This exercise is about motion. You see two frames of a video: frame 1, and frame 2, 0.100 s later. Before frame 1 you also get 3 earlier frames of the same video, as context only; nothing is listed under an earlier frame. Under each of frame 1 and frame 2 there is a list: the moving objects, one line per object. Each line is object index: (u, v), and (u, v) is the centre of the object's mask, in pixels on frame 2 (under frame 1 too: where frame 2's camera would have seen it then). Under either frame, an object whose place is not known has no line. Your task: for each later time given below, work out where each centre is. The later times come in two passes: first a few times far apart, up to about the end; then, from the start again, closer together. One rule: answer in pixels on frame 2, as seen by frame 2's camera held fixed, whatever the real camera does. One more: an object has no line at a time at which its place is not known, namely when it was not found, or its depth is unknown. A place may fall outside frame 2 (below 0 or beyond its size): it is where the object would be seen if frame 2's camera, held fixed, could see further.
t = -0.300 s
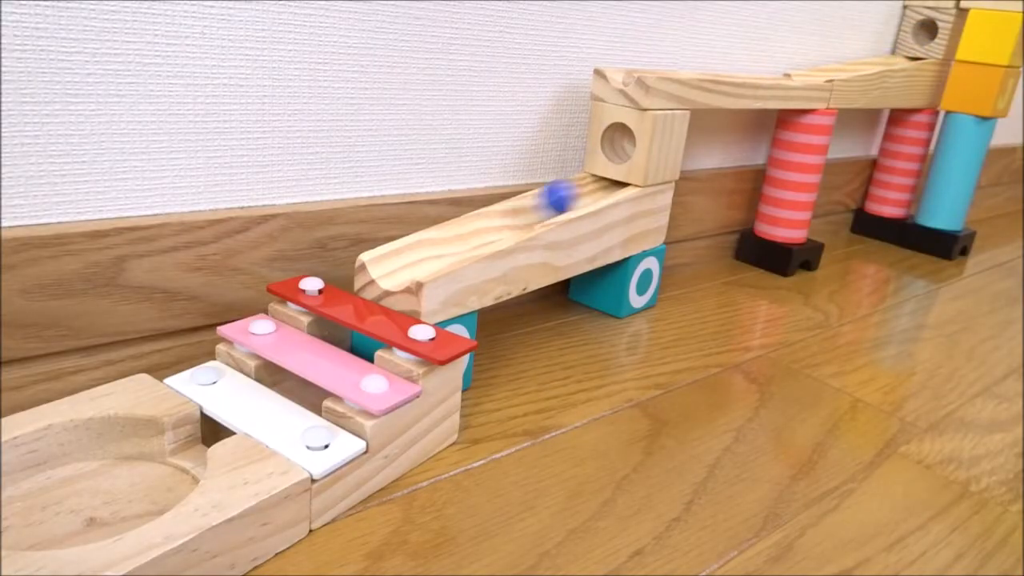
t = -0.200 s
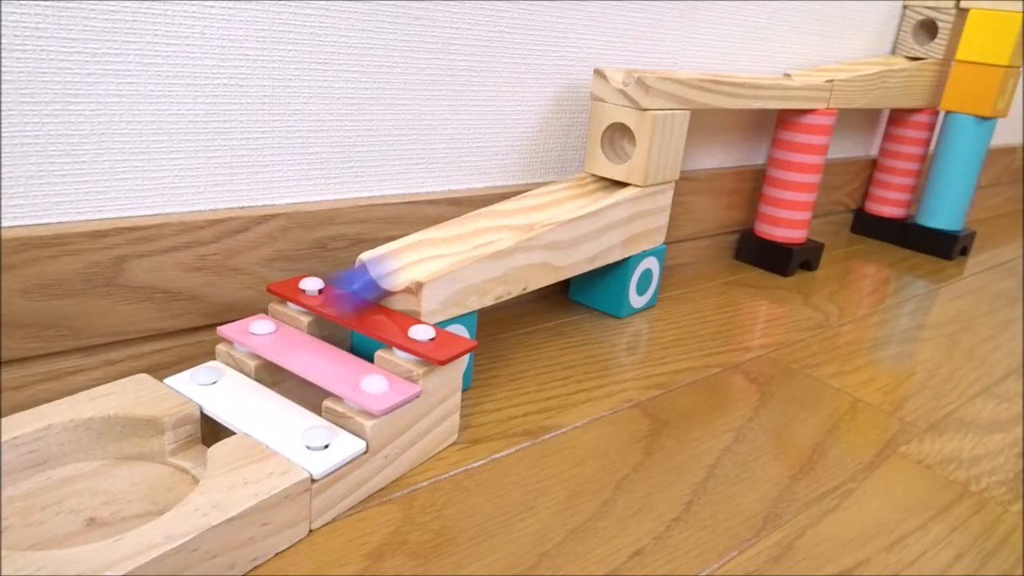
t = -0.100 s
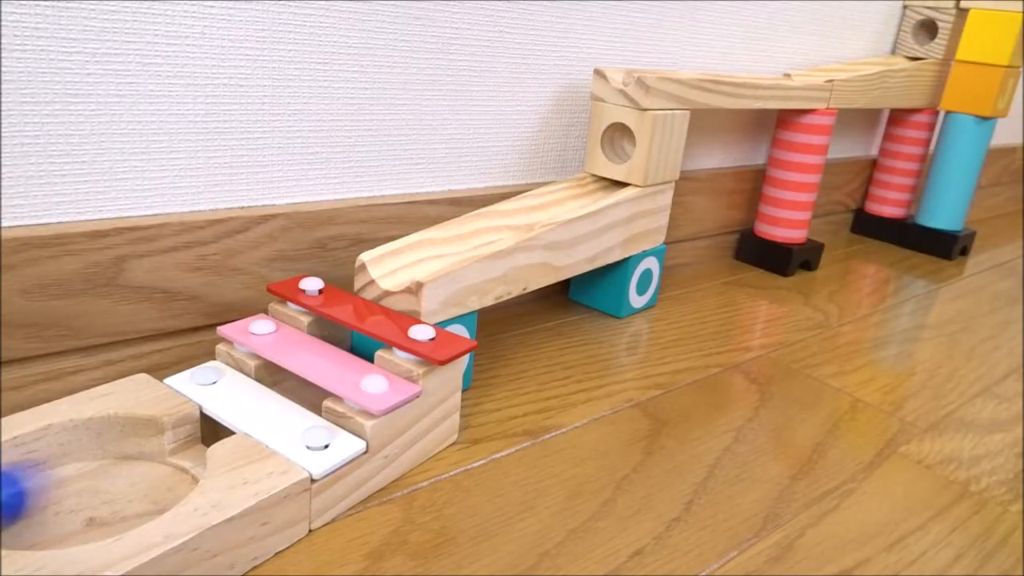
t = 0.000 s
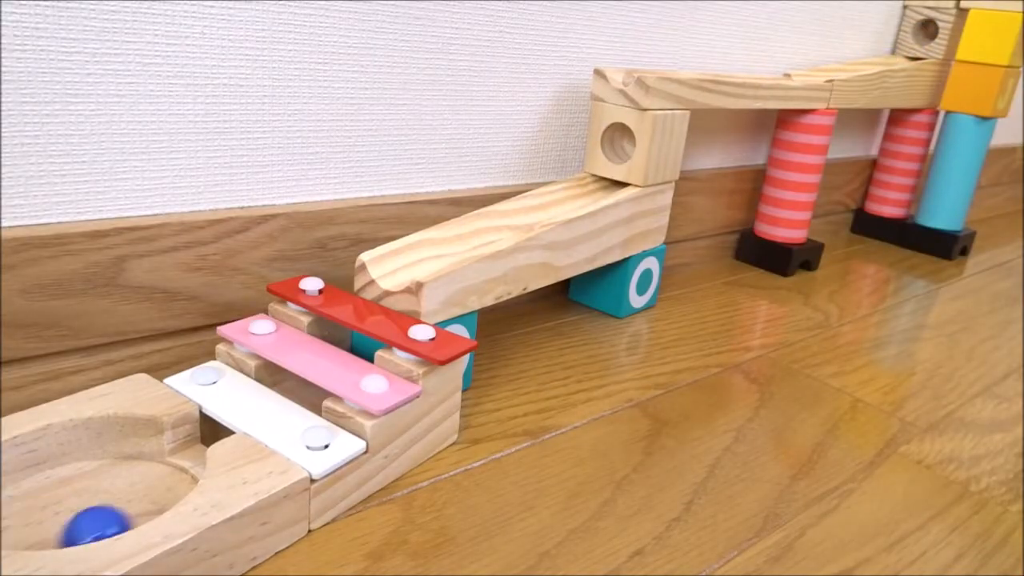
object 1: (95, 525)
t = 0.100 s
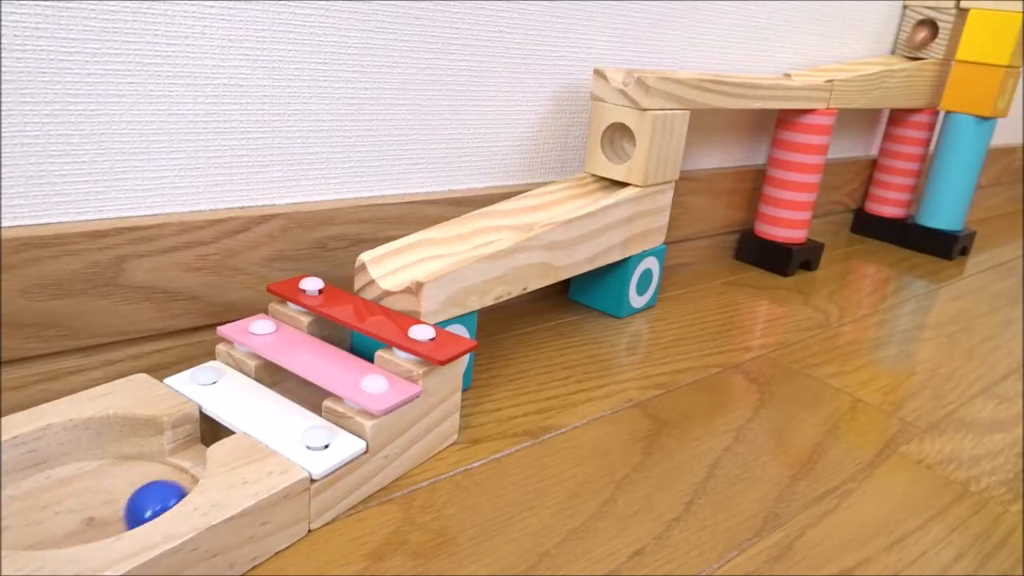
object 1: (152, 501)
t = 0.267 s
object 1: (170, 464)
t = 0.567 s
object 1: (99, 487)
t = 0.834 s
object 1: (23, 485)
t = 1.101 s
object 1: (64, 533)
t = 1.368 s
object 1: (95, 524)
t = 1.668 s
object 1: (174, 467)
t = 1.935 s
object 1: (97, 467)
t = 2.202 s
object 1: (19, 471)
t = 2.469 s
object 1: (9, 494)
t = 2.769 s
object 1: (8, 503)
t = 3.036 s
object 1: (9, 513)
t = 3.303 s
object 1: (9, 513)
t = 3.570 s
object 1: (10, 521)
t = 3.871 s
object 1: (11, 520)
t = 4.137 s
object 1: (11, 520)
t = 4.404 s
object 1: (13, 522)
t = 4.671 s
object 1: (13, 521)
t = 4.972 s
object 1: (13, 521)
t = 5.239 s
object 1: (13, 521)
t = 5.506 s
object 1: (17, 527)
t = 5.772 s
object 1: (17, 527)
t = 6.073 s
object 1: (17, 528)
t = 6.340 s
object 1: (17, 527)
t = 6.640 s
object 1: (17, 527)
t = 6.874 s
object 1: (17, 527)
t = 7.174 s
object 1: (17, 526)
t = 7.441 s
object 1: (20, 529)
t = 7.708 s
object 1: (22, 530)
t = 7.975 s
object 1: (22, 530)
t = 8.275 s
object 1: (22, 530)
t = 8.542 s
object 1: (22, 530)
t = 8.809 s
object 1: (23, 530)
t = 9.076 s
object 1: (23, 530)
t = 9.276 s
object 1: (23, 530)
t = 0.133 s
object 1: (161, 494)
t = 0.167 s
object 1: (167, 486)
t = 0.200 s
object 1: (171, 480)
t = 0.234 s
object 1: (171, 473)
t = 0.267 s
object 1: (170, 464)
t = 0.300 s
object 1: (165, 456)
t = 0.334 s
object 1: (159, 460)
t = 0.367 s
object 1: (153, 465)
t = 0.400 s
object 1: (147, 470)
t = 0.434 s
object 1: (136, 472)
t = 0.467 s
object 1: (128, 476)
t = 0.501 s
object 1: (119, 481)
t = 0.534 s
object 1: (110, 484)
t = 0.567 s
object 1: (99, 487)
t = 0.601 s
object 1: (84, 490)
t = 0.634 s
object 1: (67, 491)
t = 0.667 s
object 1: (51, 491)
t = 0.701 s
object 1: (33, 491)
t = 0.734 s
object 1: (22, 489)
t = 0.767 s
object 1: (17, 488)
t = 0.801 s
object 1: (20, 488)
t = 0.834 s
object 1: (23, 485)
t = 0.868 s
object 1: (23, 481)
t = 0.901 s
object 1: (23, 477)
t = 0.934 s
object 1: (14, 505)
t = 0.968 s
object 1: (13, 523)
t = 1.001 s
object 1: (20, 530)
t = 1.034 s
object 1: (30, 533)
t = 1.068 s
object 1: (45, 534)
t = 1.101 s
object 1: (64, 533)
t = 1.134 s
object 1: (79, 530)
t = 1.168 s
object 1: (94, 527)
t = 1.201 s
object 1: (103, 524)
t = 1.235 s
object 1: (107, 523)
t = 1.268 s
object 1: (107, 523)
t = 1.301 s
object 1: (104, 524)
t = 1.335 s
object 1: (100, 525)
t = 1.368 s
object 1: (95, 524)
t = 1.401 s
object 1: (90, 524)
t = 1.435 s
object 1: (82, 524)
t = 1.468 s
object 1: (72, 524)
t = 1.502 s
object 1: (62, 524)
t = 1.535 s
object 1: (67, 522)
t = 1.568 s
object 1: (121, 516)
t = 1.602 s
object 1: (145, 500)
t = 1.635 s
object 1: (168, 482)
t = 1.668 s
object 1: (174, 467)
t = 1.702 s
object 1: (172, 452)
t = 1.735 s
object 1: (164, 446)
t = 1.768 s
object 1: (157, 449)
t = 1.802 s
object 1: (146, 454)
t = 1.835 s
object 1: (136, 460)
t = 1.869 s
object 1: (125, 463)
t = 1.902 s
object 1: (112, 465)
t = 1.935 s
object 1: (97, 467)
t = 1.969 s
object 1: (81, 469)
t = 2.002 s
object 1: (66, 468)
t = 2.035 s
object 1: (49, 468)
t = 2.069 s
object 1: (34, 469)
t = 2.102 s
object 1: (26, 471)
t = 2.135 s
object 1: (20, 469)
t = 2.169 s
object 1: (19, 471)
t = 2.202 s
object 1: (19, 471)
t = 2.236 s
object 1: (23, 480)
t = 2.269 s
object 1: (24, 484)
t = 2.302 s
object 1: (23, 486)
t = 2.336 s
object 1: (21, 488)
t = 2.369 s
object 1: (17, 491)
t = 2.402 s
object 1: (10, 493)
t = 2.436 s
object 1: (9, 494)
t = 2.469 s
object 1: (9, 494)
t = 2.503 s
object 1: (8, 494)
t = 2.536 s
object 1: (8, 494)
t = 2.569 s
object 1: (9, 494)
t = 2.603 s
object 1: (9, 494)
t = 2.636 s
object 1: (9, 494)
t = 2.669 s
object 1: (9, 493)
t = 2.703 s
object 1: (9, 493)
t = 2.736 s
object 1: (8, 497)
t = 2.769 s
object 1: (8, 503)
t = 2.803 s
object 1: (9, 510)
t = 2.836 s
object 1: (9, 513)
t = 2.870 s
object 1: (9, 513)
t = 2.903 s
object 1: (9, 513)
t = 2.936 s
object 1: (9, 513)
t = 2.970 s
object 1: (9, 513)
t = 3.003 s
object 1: (9, 513)
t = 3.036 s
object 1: (9, 513)
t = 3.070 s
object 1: (9, 514)
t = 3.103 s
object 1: (9, 514)
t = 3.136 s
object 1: (9, 513)
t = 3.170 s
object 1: (9, 513)
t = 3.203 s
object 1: (9, 514)
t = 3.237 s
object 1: (9, 513)
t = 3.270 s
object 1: (9, 514)
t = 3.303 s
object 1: (9, 513)
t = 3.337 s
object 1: (9, 513)
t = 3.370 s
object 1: (9, 513)
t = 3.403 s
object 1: (9, 515)
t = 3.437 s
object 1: (9, 517)
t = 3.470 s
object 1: (9, 518)
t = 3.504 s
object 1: (10, 520)
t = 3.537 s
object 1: (10, 520)
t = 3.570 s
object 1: (10, 521)
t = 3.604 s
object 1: (10, 521)
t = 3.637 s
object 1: (11, 521)
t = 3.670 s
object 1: (11, 521)
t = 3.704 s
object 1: (11, 521)
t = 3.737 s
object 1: (11, 521)
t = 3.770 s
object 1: (11, 521)
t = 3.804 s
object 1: (11, 520)
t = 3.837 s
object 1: (11, 520)
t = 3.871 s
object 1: (11, 520)
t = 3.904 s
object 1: (11, 521)
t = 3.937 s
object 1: (11, 520)
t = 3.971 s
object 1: (11, 520)
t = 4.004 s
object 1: (11, 520)
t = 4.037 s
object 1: (11, 520)
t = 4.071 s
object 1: (11, 521)
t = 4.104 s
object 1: (11, 520)
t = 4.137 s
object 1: (11, 520)
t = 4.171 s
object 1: (11, 520)
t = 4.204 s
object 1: (11, 520)
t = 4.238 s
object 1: (10, 521)
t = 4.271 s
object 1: (11, 520)
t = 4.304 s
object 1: (11, 521)
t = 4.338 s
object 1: (11, 520)
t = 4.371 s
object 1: (13, 521)
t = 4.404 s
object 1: (13, 522)
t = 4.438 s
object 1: (13, 522)
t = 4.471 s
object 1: (13, 520)
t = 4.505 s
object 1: (13, 521)
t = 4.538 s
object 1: (13, 521)
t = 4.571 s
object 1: (13, 521)
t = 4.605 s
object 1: (13, 521)
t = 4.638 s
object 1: (13, 521)
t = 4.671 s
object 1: (13, 521)
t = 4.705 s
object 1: (13, 521)
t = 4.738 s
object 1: (13, 521)
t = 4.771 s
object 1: (13, 521)
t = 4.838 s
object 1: (13, 521)
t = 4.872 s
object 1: (13, 521)
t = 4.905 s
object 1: (13, 521)
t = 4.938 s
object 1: (13, 521)
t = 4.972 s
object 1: (13, 521)
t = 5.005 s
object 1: (13, 521)
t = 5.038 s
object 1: (13, 521)
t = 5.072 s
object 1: (13, 521)
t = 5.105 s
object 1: (13, 521)
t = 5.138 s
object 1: (13, 521)
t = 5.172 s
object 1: (13, 521)
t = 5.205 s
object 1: (13, 521)
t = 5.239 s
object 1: (13, 521)
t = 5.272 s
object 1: (13, 521)
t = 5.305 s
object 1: (13, 521)
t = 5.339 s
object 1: (13, 522)
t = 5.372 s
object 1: (15, 524)
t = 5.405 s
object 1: (15, 526)
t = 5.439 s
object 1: (15, 526)
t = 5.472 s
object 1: (15, 526)
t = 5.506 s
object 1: (17, 527)
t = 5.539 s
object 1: (17, 527)
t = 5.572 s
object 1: (17, 527)
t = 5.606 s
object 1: (17, 527)
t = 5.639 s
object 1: (17, 527)
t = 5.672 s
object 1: (17, 527)
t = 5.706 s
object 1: (17, 527)
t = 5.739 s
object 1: (17, 527)
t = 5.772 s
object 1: (17, 527)
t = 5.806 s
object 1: (17, 527)
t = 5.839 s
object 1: (17, 527)
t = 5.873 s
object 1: (17, 527)
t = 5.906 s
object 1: (17, 527)
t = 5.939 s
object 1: (17, 527)
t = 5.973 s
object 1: (17, 527)
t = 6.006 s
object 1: (17, 527)
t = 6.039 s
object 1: (17, 528)
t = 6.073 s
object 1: (17, 528)
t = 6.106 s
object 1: (17, 528)
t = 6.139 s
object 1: (17, 527)
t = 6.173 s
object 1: (16, 527)
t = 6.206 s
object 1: (17, 527)
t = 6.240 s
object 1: (17, 527)
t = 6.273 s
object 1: (17, 527)
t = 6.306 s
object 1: (17, 527)
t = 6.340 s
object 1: (17, 527)
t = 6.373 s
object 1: (17, 527)
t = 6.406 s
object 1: (17, 527)
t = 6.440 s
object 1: (17, 527)
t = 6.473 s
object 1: (17, 527)
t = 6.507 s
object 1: (17, 527)
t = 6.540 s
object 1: (17, 527)
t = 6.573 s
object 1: (17, 527)
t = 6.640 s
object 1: (17, 527)
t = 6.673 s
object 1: (17, 527)
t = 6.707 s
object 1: (17, 527)
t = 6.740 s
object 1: (17, 527)
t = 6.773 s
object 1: (17, 527)
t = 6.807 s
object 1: (17, 527)
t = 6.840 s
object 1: (17, 527)
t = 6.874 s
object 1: (17, 527)
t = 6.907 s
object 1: (17, 527)
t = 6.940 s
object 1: (17, 527)
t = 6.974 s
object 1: (17, 527)
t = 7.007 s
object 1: (17, 527)
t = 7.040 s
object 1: (17, 527)
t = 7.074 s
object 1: (17, 527)
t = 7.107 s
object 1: (17, 527)
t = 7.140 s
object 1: (17, 526)
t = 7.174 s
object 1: (17, 526)
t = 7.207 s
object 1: (18, 528)
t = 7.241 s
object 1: (18, 528)
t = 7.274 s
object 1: (18, 528)
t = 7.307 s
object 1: (19, 529)
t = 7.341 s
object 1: (20, 529)
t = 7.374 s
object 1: (20, 529)
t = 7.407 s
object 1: (20, 529)
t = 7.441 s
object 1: (20, 529)
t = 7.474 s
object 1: (20, 529)
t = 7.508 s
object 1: (20, 529)
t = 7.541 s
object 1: (20, 529)
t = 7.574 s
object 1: (20, 529)
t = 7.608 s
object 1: (20, 529)
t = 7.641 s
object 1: (21, 529)
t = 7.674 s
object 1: (22, 530)
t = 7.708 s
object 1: (22, 530)
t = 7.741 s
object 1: (22, 530)
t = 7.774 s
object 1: (22, 530)
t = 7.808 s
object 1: (22, 530)
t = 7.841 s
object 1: (22, 530)
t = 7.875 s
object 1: (22, 530)
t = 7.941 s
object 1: (22, 530)
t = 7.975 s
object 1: (22, 530)
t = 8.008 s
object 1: (22, 530)
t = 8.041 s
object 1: (22, 530)
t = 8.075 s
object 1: (23, 530)
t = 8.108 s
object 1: (22, 530)
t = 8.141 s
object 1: (22, 530)
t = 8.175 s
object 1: (22, 530)
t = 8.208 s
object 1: (23, 530)
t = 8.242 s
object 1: (22, 530)
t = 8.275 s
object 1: (22, 530)
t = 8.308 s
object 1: (22, 530)
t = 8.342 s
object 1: (22, 530)
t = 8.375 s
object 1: (22, 530)
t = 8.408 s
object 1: (22, 530)
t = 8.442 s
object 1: (22, 530)
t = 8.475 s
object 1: (22, 530)
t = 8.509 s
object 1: (22, 530)
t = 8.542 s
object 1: (22, 530)
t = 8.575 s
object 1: (22, 530)
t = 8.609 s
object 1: (23, 530)
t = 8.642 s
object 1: (23, 530)
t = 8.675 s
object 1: (23, 530)
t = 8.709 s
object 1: (22, 530)
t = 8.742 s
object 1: (23, 530)
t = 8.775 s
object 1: (23, 530)
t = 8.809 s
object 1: (23, 530)
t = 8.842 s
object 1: (23, 530)
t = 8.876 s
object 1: (23, 530)
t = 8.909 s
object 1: (23, 530)
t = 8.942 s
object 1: (23, 530)
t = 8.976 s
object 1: (23, 530)
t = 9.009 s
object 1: (23, 530)
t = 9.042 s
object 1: (23, 530)
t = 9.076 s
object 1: (23, 530)
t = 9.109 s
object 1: (23, 530)
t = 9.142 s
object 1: (23, 530)
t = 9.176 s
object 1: (23, 530)
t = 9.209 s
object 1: (23, 530)
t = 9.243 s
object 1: (23, 530)
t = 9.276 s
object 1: (23, 530)
